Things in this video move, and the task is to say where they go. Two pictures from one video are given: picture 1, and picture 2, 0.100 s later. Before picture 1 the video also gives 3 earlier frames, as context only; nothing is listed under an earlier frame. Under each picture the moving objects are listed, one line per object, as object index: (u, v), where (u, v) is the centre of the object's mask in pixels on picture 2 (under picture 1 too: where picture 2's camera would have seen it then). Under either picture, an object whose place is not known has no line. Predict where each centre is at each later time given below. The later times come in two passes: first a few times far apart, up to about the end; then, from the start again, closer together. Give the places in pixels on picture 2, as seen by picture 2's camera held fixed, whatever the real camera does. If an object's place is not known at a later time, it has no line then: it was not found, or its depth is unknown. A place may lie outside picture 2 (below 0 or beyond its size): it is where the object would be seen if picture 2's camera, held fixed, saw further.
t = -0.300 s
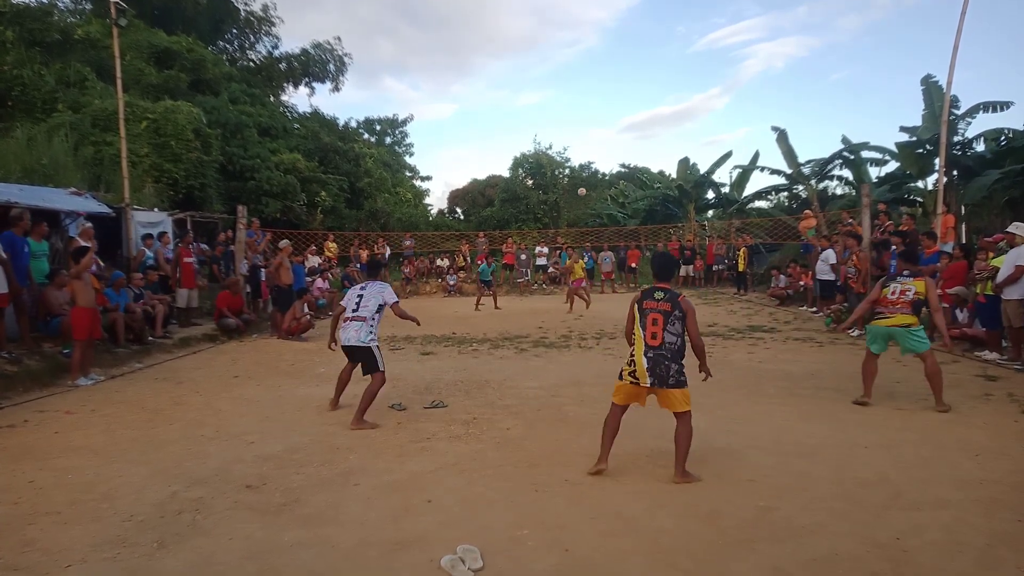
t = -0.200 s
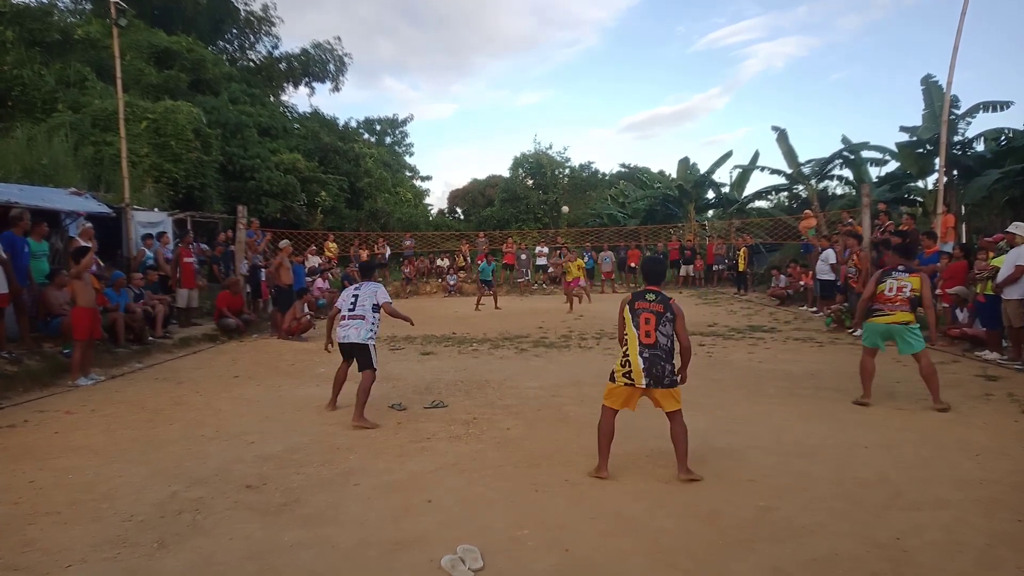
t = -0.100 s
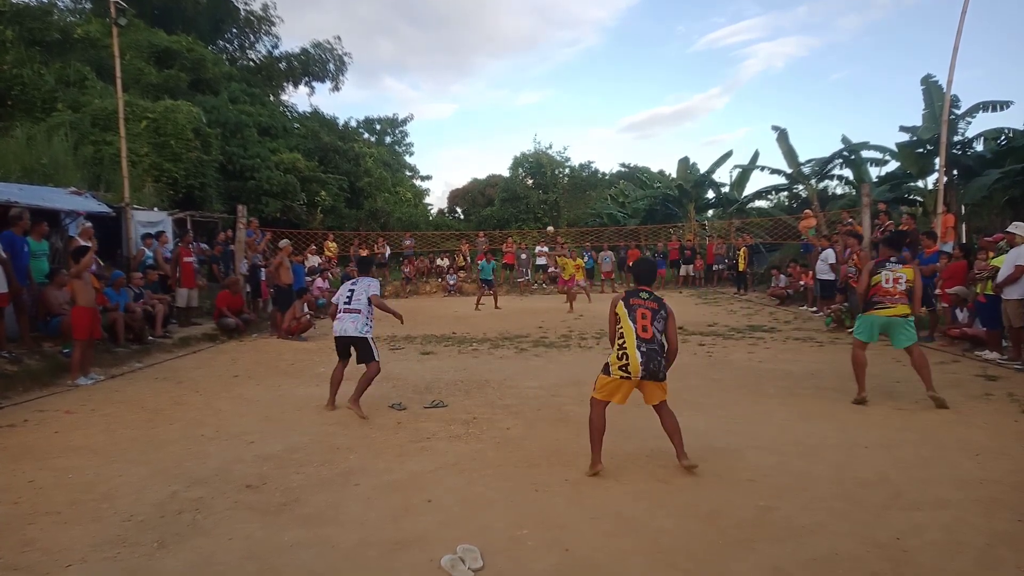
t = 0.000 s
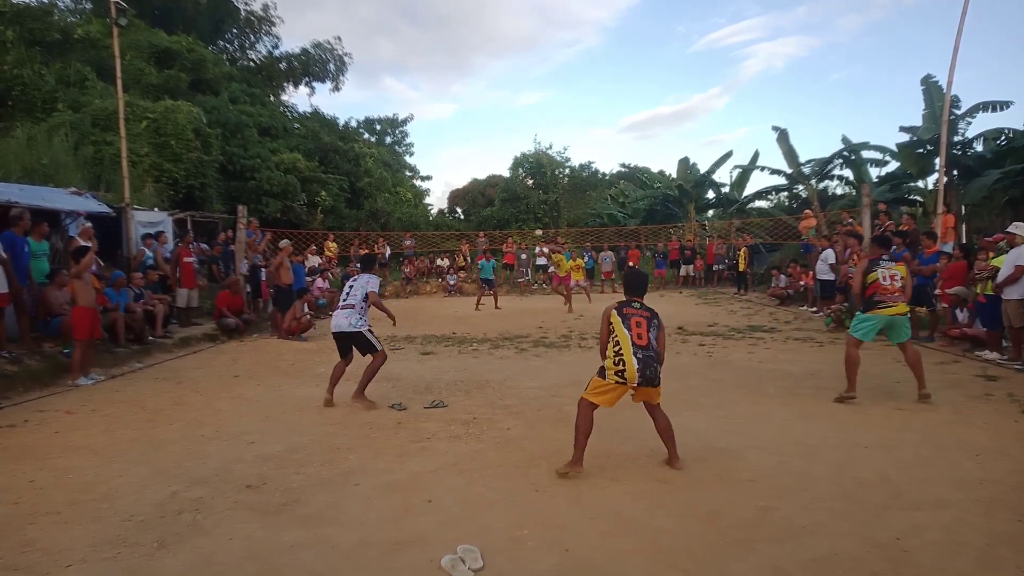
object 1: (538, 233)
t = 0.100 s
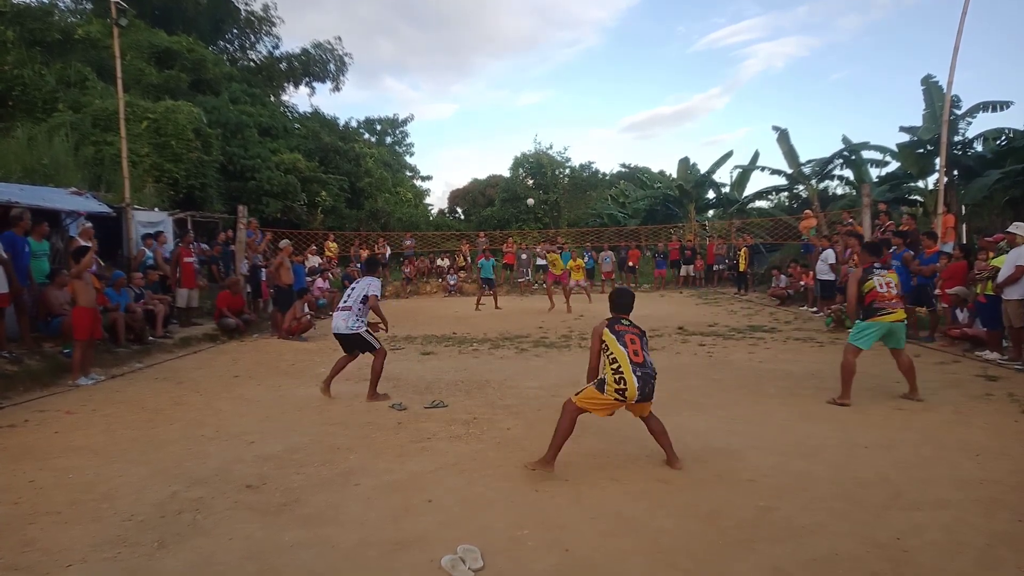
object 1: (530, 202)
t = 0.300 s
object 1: (511, 143)
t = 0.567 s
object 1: (479, 74)
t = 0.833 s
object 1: (433, 27)
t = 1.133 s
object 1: (342, 53)
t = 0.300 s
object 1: (511, 143)
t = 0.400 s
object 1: (499, 116)
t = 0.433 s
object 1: (495, 107)
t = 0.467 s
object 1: (491, 98)
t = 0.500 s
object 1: (487, 89)
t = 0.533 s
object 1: (483, 82)
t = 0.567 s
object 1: (479, 74)
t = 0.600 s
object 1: (474, 66)
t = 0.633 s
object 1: (469, 59)
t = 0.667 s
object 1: (463, 52)
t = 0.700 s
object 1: (458, 46)
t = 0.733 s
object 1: (452, 40)
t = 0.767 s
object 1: (446, 35)
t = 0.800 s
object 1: (440, 31)
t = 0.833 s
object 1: (433, 27)
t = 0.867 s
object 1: (426, 25)
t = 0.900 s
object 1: (418, 23)
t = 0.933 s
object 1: (409, 22)
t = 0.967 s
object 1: (400, 23)
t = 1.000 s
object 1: (390, 25)
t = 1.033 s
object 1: (380, 28)
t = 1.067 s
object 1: (368, 34)
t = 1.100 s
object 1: (355, 41)
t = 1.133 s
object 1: (342, 53)
